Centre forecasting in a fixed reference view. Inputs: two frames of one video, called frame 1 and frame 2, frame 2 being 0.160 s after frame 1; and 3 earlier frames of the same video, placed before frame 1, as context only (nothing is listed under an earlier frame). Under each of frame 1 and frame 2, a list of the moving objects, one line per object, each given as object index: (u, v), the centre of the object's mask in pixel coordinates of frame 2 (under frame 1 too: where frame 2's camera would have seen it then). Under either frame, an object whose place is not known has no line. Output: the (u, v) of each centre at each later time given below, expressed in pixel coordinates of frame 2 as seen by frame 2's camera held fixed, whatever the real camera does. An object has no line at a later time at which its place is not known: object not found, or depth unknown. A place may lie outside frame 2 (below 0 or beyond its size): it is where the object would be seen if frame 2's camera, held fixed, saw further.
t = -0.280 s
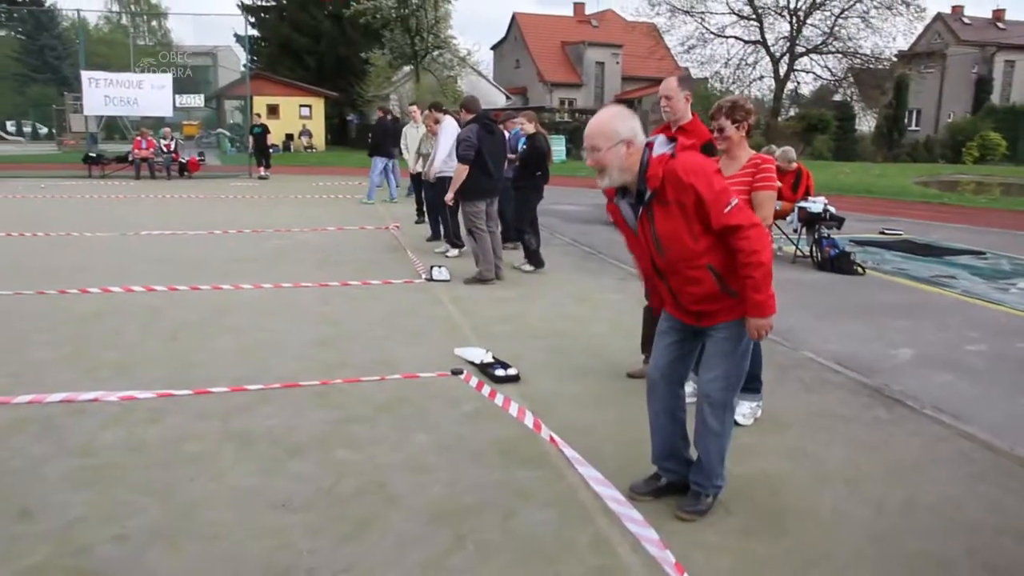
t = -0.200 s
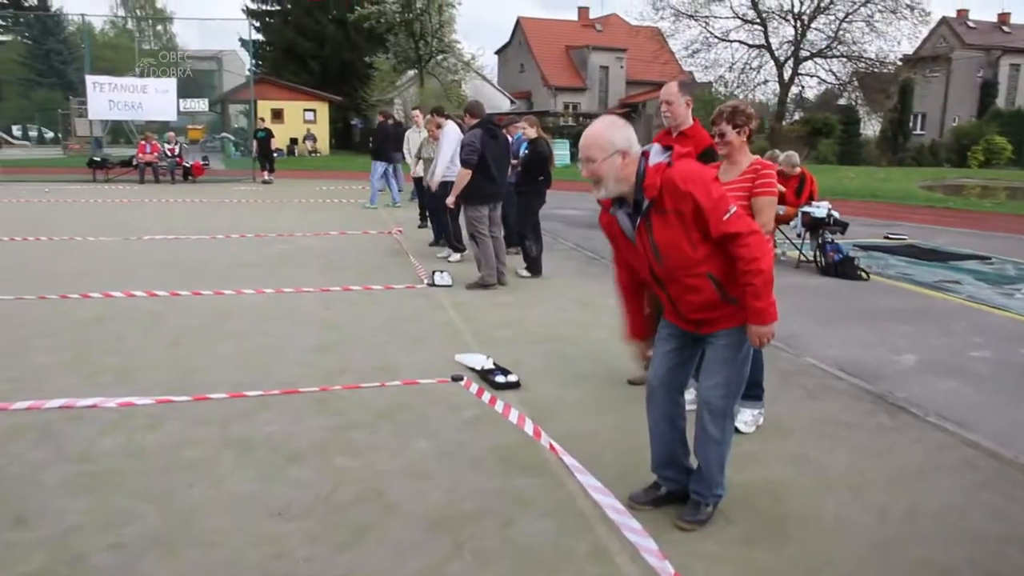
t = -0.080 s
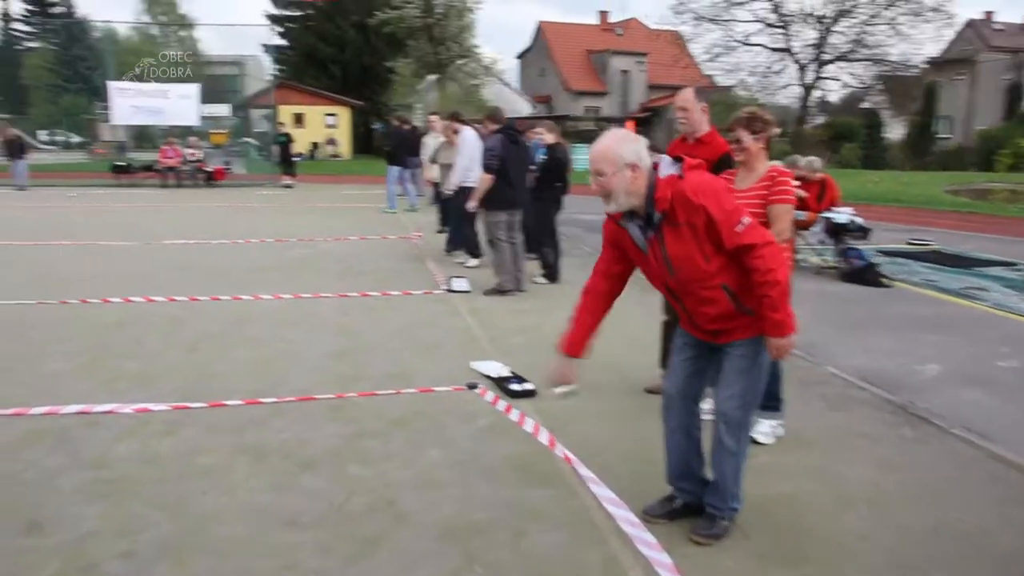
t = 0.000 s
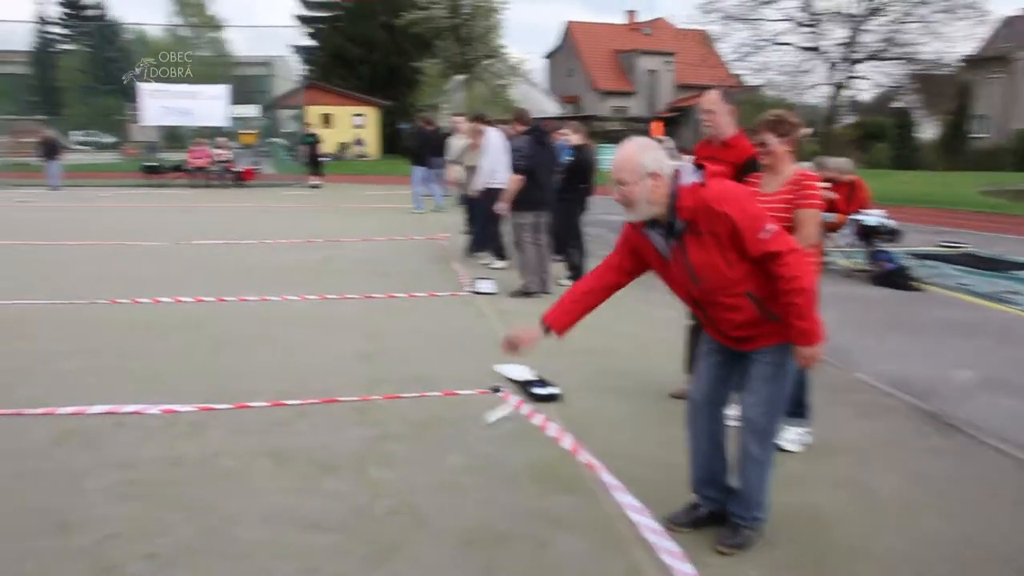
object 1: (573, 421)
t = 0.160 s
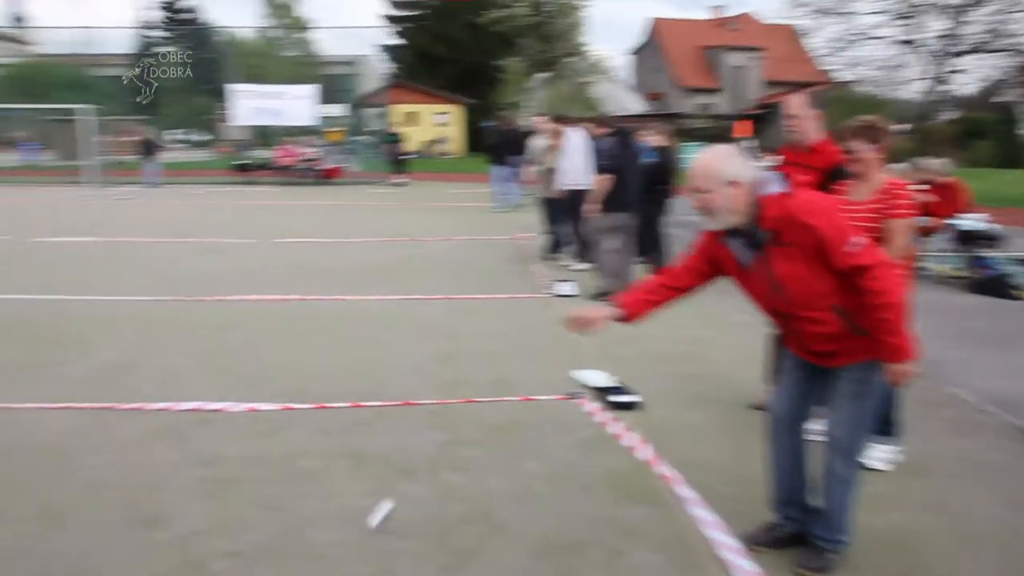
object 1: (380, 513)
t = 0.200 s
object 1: (332, 546)
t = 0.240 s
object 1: (299, 545)
